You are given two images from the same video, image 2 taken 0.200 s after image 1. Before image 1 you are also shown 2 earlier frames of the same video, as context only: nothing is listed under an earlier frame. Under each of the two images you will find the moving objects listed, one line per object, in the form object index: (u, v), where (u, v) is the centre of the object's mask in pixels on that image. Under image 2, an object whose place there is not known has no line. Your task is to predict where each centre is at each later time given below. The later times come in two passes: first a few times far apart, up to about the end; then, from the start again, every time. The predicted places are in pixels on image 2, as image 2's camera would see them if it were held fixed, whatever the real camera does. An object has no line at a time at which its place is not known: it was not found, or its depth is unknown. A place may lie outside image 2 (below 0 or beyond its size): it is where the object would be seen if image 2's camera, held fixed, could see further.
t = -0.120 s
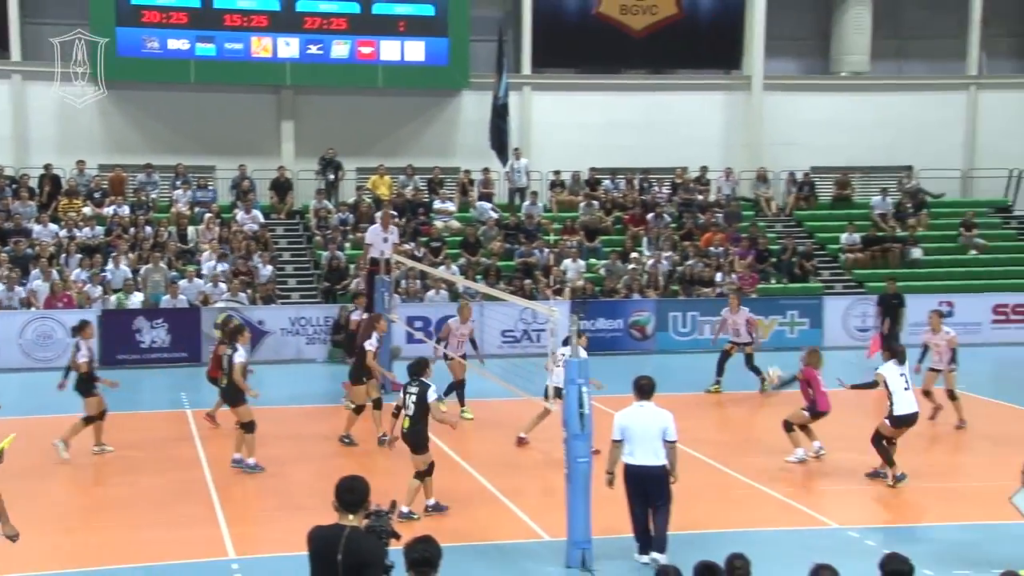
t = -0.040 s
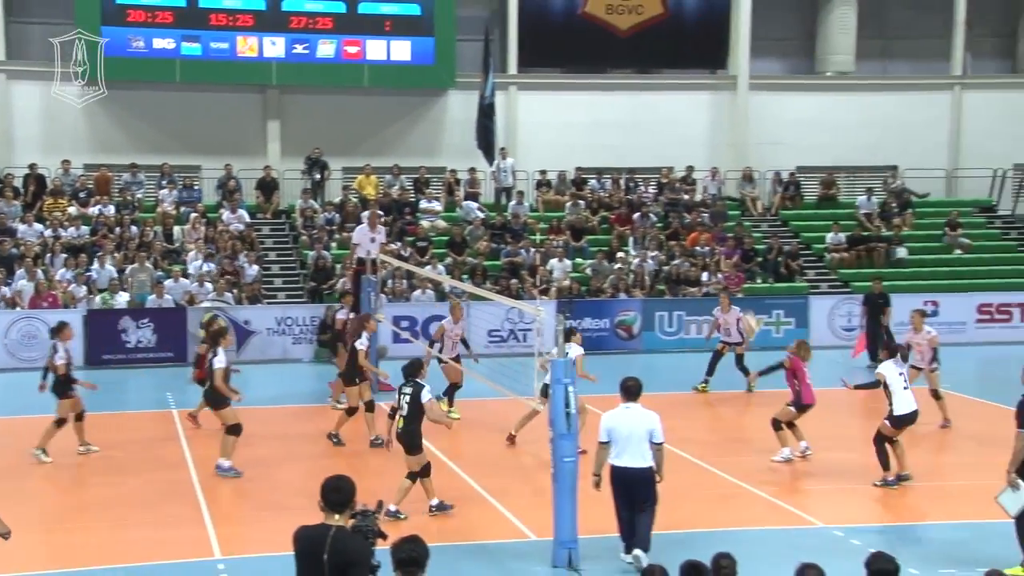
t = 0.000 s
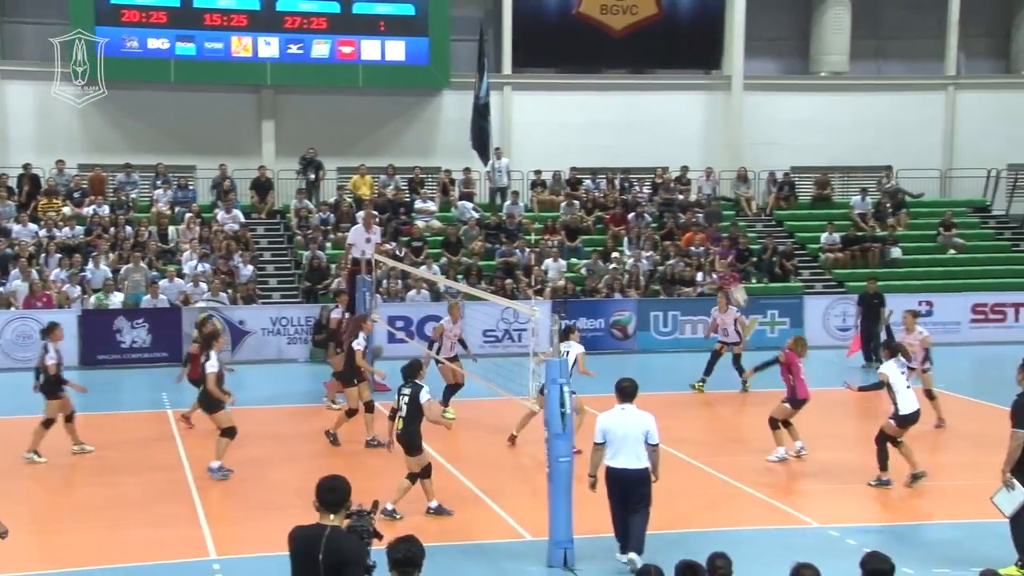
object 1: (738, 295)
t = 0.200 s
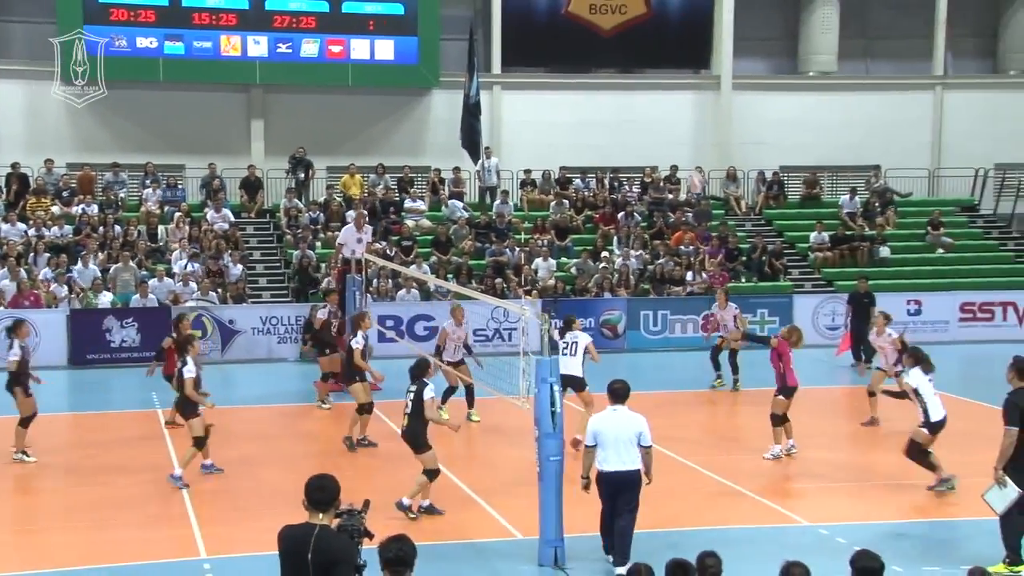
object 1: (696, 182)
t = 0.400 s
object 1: (660, 99)
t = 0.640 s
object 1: (621, 43)
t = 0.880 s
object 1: (581, 34)
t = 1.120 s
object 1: (543, 68)
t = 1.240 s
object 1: (524, 103)
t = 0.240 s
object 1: (687, 162)
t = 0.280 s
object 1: (681, 145)
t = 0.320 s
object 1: (673, 128)
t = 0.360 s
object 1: (667, 114)
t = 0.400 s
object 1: (660, 99)
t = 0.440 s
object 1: (653, 86)
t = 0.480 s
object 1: (646, 74)
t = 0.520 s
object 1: (640, 65)
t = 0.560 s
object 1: (633, 56)
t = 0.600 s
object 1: (627, 49)
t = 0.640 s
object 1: (621, 43)
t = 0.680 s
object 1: (614, 38)
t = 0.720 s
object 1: (607, 35)
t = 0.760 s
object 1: (601, 33)
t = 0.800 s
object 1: (594, 32)
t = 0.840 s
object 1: (587, 32)
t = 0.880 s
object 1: (581, 34)
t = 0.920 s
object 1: (574, 37)
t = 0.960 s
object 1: (568, 41)
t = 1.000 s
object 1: (561, 46)
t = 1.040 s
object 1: (555, 52)
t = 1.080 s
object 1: (549, 60)
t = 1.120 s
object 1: (543, 68)
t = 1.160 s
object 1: (537, 78)
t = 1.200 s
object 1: (530, 90)
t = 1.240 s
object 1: (524, 103)
